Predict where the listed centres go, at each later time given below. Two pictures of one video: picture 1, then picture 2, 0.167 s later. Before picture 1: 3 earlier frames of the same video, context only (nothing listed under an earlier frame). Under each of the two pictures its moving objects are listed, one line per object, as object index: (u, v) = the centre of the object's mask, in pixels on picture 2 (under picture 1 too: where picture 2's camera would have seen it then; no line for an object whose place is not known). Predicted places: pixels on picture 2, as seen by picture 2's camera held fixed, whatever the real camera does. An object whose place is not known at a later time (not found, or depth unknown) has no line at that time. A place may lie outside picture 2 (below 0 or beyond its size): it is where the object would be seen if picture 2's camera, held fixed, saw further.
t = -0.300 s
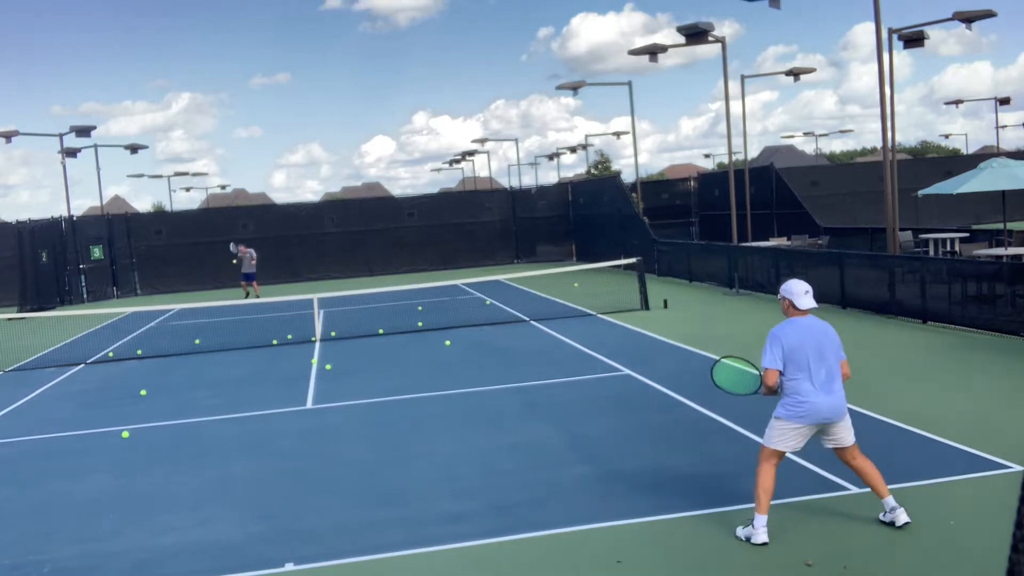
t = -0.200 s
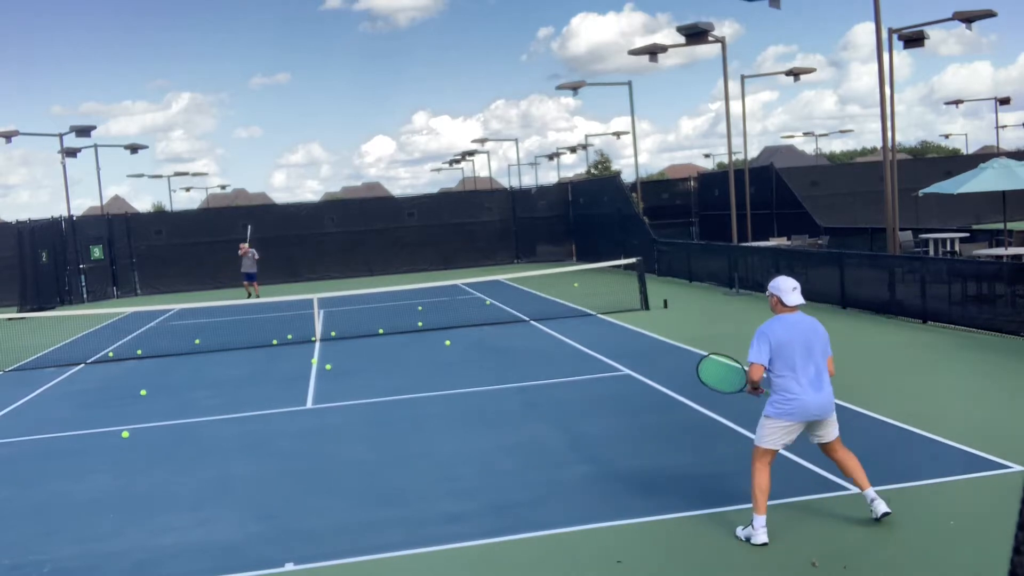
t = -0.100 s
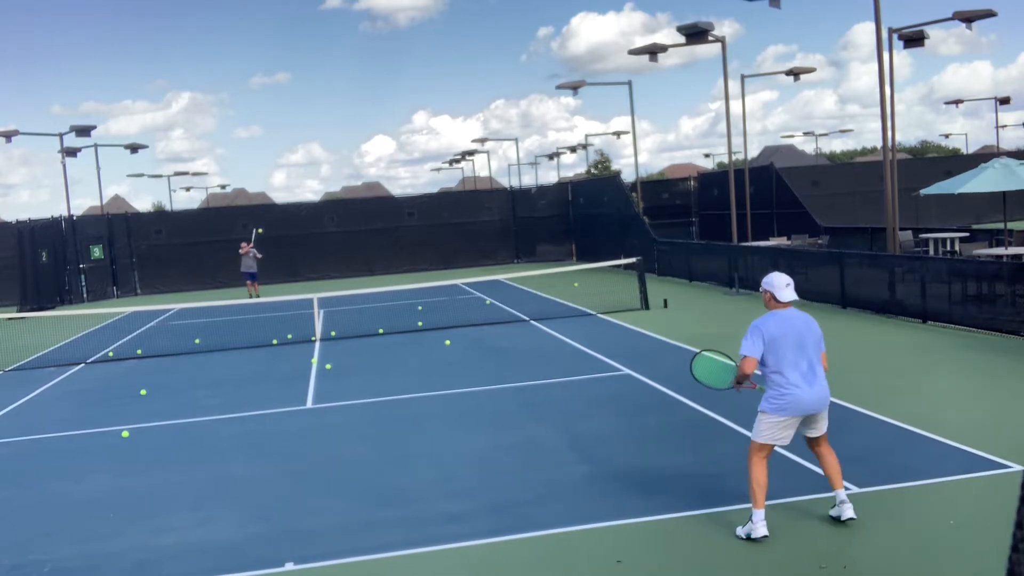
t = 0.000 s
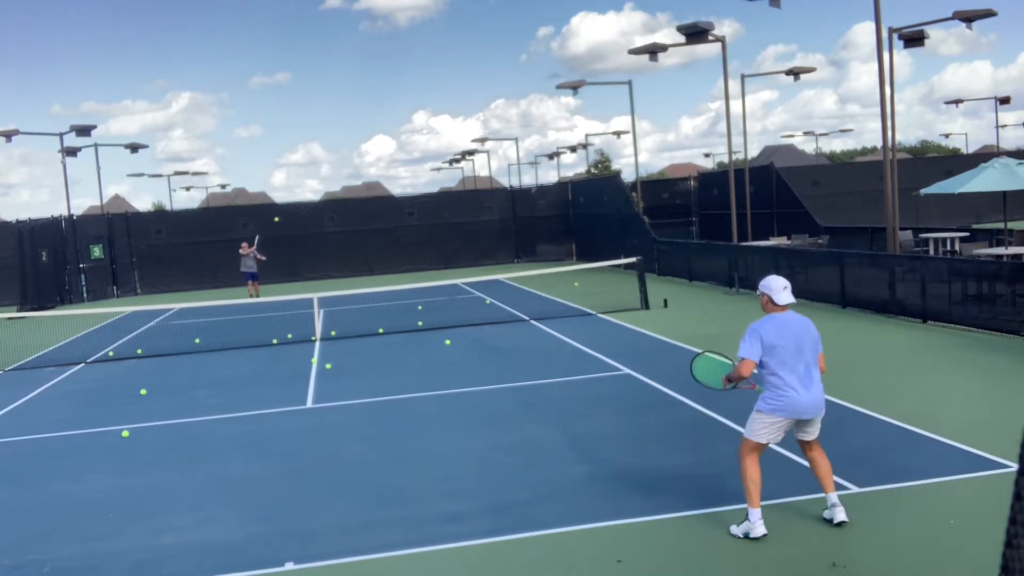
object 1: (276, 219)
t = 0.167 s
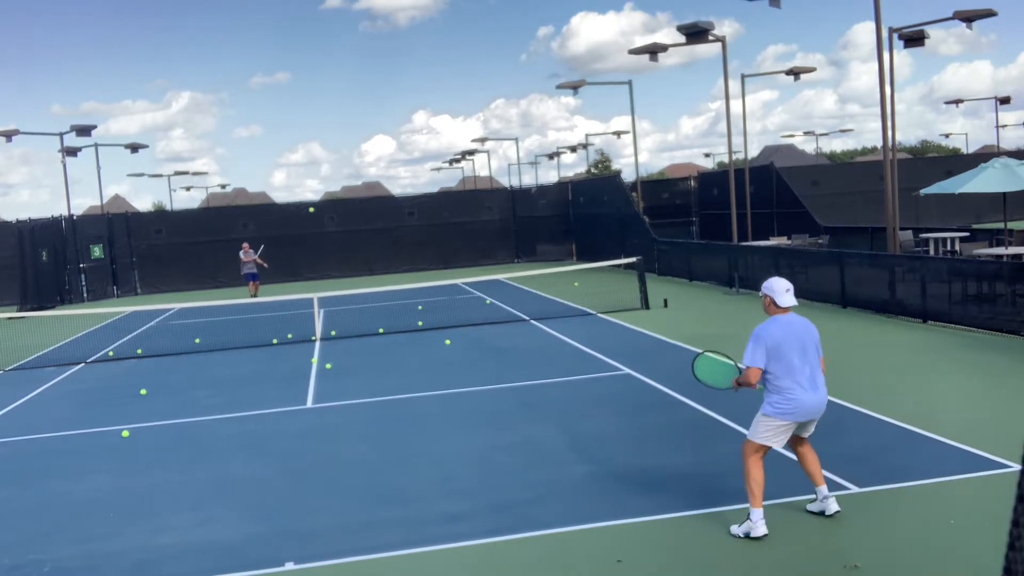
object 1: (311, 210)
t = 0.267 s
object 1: (338, 210)
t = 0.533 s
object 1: (437, 253)
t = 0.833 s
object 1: (646, 441)
